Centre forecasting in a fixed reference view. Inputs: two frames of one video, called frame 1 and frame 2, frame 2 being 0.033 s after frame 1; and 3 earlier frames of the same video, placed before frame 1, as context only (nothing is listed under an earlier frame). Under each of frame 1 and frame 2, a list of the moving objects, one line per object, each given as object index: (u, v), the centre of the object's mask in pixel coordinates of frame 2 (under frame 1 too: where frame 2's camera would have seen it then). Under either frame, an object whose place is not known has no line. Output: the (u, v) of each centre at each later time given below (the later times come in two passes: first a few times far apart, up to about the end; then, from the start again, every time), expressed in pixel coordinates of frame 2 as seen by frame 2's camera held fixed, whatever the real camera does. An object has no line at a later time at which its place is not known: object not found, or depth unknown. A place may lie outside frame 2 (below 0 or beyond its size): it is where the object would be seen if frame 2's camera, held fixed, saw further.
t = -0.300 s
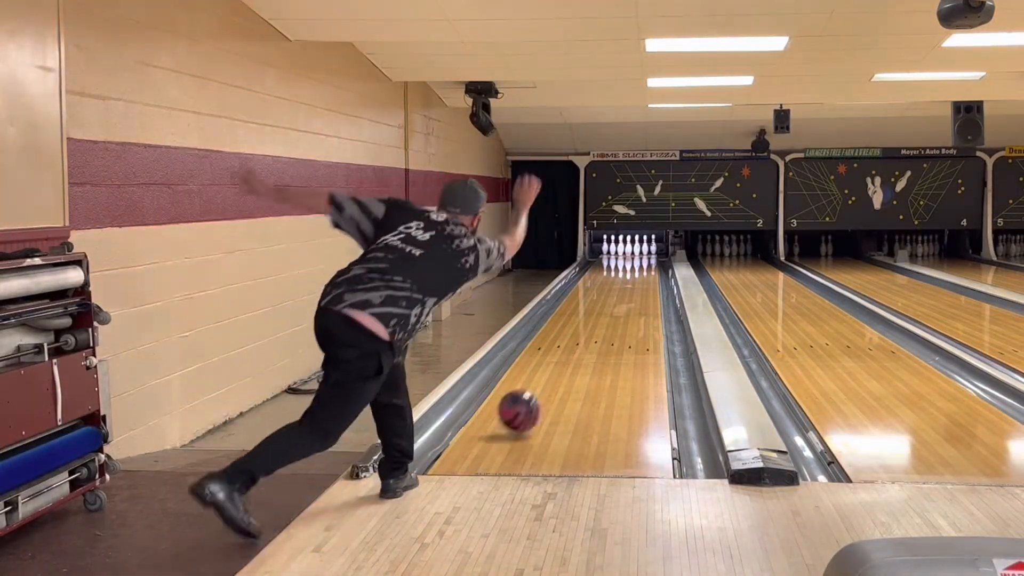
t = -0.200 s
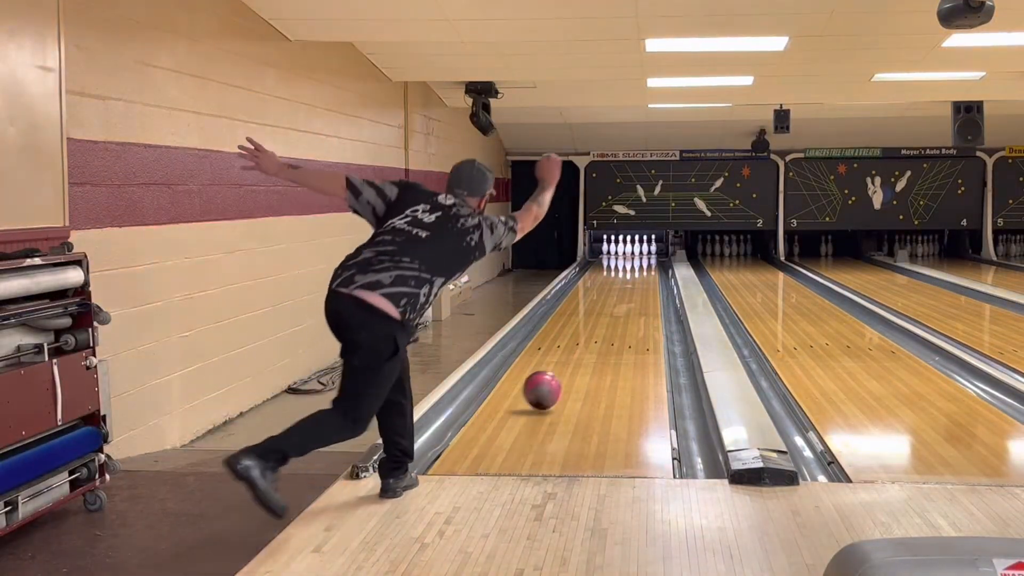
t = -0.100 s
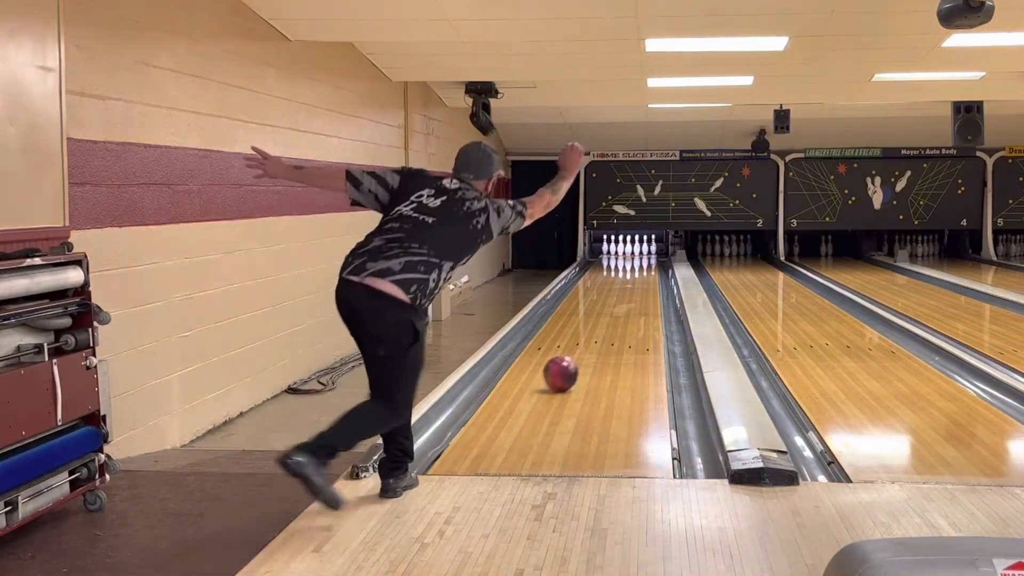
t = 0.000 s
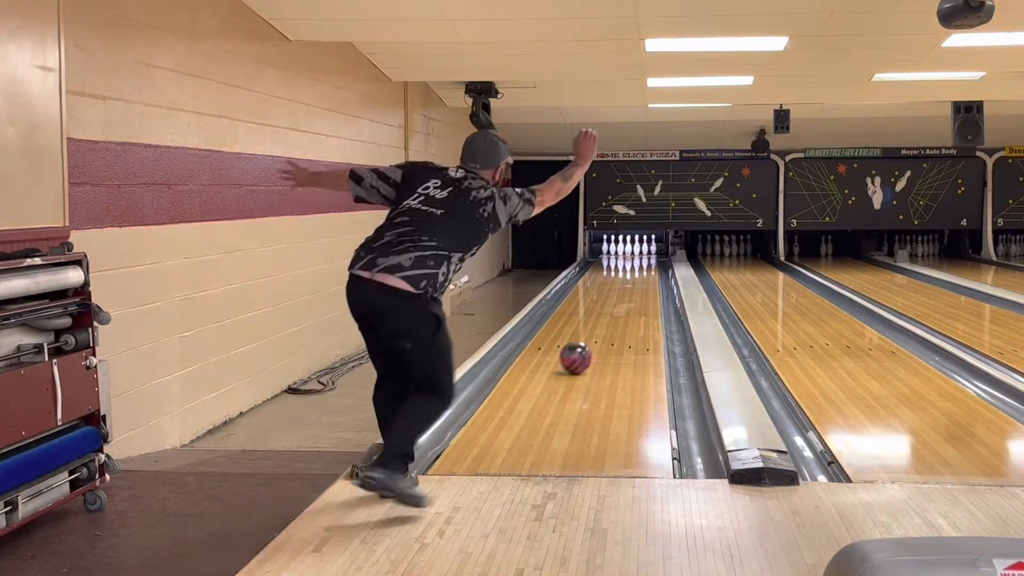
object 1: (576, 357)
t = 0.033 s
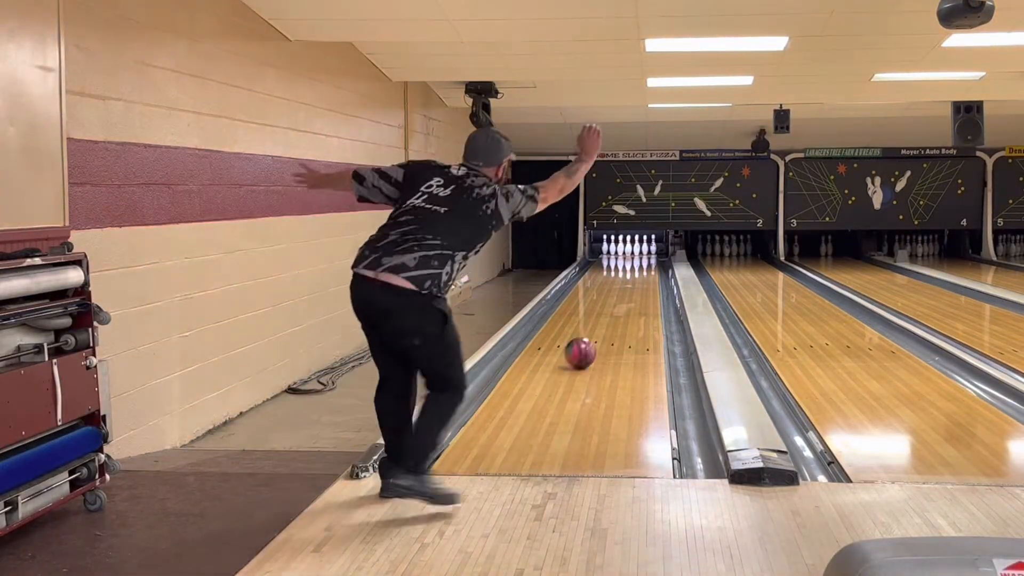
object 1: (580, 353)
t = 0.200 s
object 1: (598, 334)
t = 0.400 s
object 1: (614, 317)
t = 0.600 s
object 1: (624, 303)
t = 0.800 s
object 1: (632, 292)
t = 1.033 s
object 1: (639, 282)
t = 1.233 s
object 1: (642, 275)
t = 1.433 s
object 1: (644, 269)
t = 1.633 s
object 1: (645, 264)
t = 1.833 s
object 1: (644, 260)
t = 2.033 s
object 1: (640, 256)
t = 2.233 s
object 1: (634, 253)
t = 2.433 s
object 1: (630, 251)
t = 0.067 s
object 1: (584, 348)
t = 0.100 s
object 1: (588, 345)
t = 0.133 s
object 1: (592, 341)
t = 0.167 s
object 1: (595, 337)
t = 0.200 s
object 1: (598, 334)
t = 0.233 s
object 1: (601, 330)
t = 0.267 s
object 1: (603, 328)
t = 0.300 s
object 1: (607, 325)
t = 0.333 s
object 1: (609, 322)
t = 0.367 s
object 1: (611, 319)
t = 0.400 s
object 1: (614, 317)
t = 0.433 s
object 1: (615, 315)
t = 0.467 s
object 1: (617, 312)
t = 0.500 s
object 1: (620, 310)
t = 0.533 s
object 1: (621, 307)
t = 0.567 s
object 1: (623, 305)
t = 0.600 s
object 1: (624, 303)
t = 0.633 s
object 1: (630, 296)
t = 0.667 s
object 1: (627, 299)
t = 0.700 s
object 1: (629, 297)
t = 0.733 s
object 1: (630, 295)
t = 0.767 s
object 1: (631, 294)
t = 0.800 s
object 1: (632, 292)
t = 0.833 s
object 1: (633, 290)
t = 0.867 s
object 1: (635, 289)
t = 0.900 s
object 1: (635, 287)
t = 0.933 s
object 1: (636, 286)
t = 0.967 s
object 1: (637, 285)
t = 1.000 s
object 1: (638, 283)
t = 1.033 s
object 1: (639, 282)
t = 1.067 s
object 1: (640, 281)
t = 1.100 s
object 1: (640, 279)
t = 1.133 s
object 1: (641, 278)
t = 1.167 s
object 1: (641, 277)
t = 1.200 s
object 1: (641, 276)
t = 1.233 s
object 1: (642, 275)
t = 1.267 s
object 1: (642, 274)
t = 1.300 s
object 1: (643, 273)
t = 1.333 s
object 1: (645, 269)
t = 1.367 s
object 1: (640, 274)
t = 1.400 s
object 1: (644, 270)
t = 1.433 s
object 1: (644, 269)
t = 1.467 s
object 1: (644, 269)
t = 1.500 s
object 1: (645, 267)
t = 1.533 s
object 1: (645, 267)
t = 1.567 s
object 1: (645, 265)
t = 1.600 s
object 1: (645, 265)
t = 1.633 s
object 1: (645, 264)
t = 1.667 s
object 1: (645, 263)
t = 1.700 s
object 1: (645, 263)
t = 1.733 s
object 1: (645, 262)
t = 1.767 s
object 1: (645, 262)
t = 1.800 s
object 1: (644, 261)
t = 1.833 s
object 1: (644, 260)
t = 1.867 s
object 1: (644, 260)
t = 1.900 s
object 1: (643, 259)
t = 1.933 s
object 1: (642, 258)
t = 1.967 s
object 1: (642, 257)
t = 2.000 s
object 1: (641, 256)
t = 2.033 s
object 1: (640, 256)
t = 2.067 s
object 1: (639, 255)
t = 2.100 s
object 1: (638, 255)
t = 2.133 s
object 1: (638, 255)
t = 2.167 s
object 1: (637, 254)
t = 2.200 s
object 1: (635, 253)
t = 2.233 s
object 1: (634, 253)
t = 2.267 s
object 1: (633, 252)
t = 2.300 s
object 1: (632, 252)
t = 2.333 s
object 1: (631, 251)
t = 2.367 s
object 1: (631, 251)
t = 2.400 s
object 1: (631, 251)
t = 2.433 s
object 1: (630, 251)
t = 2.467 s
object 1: (629, 250)
